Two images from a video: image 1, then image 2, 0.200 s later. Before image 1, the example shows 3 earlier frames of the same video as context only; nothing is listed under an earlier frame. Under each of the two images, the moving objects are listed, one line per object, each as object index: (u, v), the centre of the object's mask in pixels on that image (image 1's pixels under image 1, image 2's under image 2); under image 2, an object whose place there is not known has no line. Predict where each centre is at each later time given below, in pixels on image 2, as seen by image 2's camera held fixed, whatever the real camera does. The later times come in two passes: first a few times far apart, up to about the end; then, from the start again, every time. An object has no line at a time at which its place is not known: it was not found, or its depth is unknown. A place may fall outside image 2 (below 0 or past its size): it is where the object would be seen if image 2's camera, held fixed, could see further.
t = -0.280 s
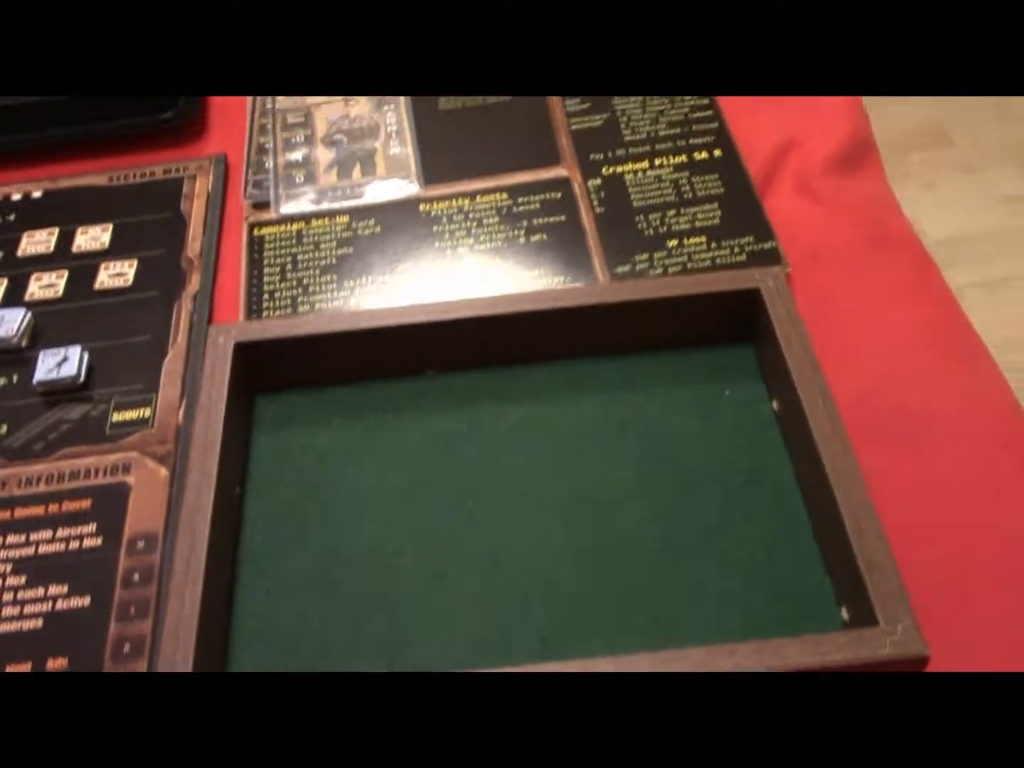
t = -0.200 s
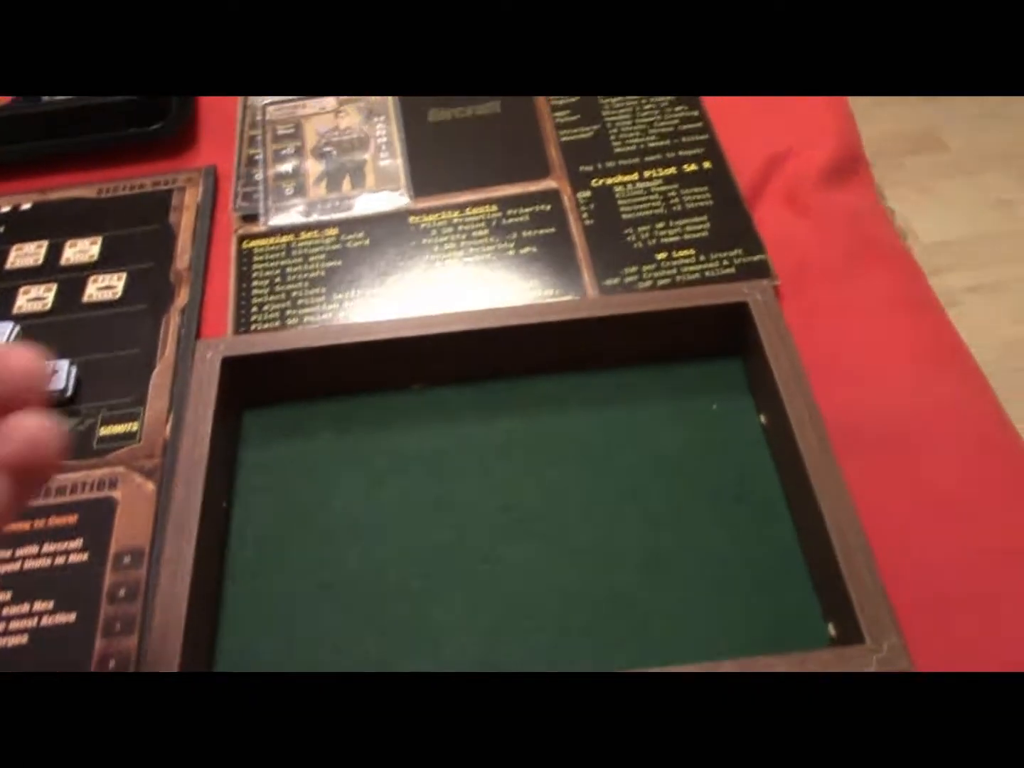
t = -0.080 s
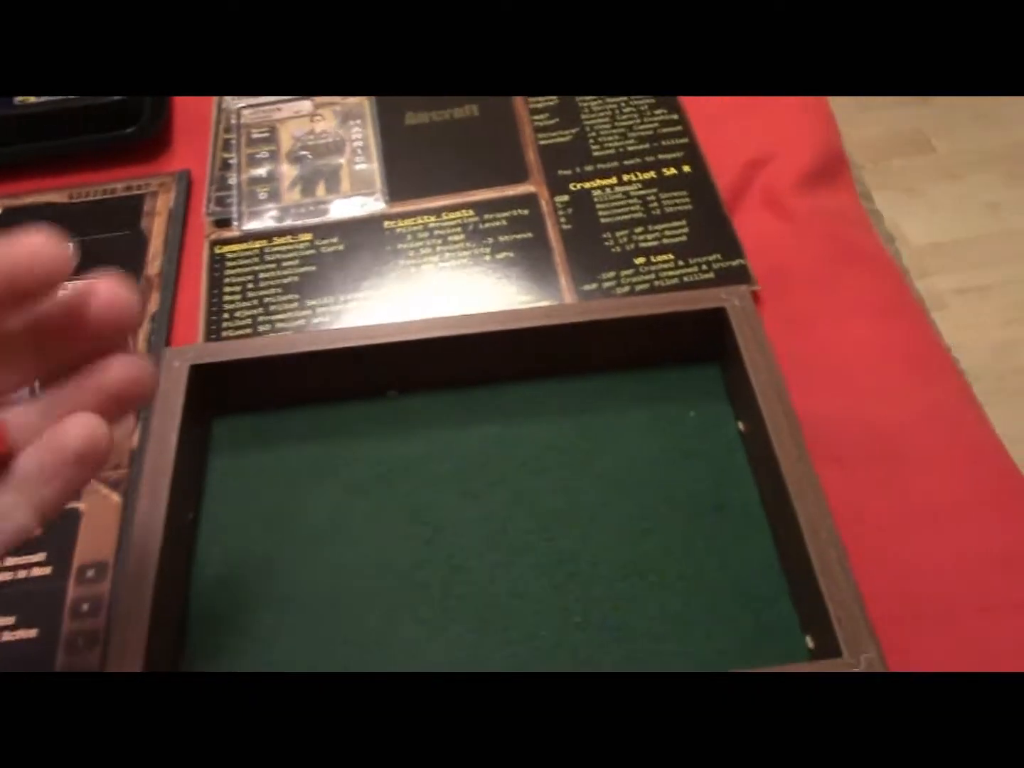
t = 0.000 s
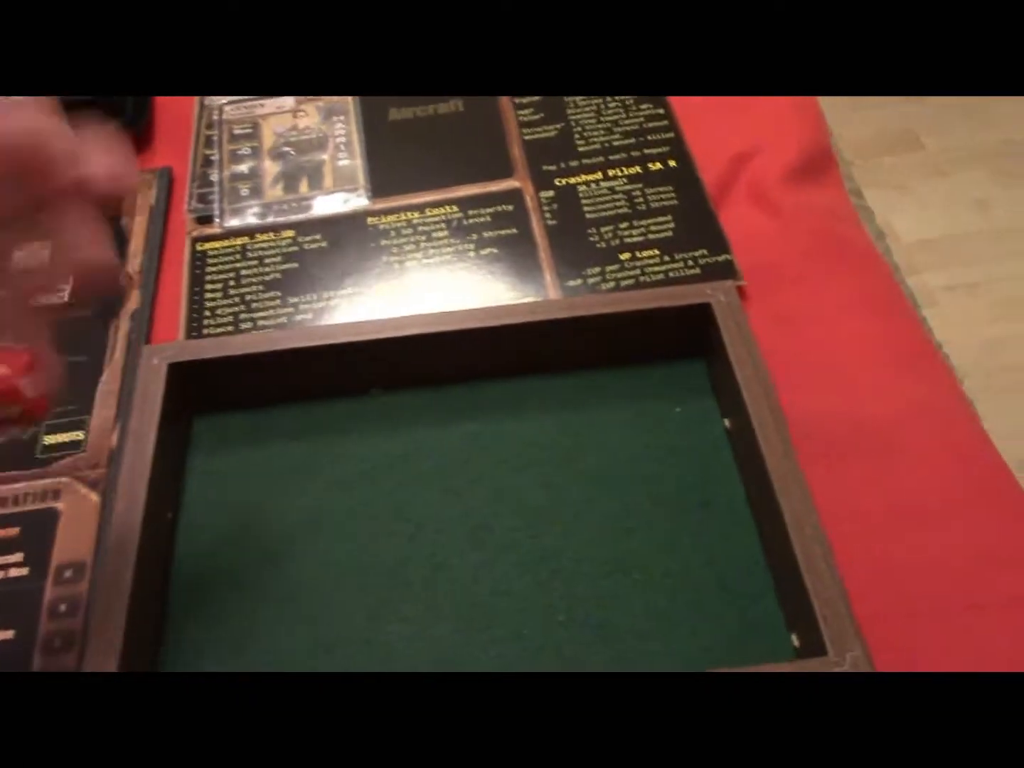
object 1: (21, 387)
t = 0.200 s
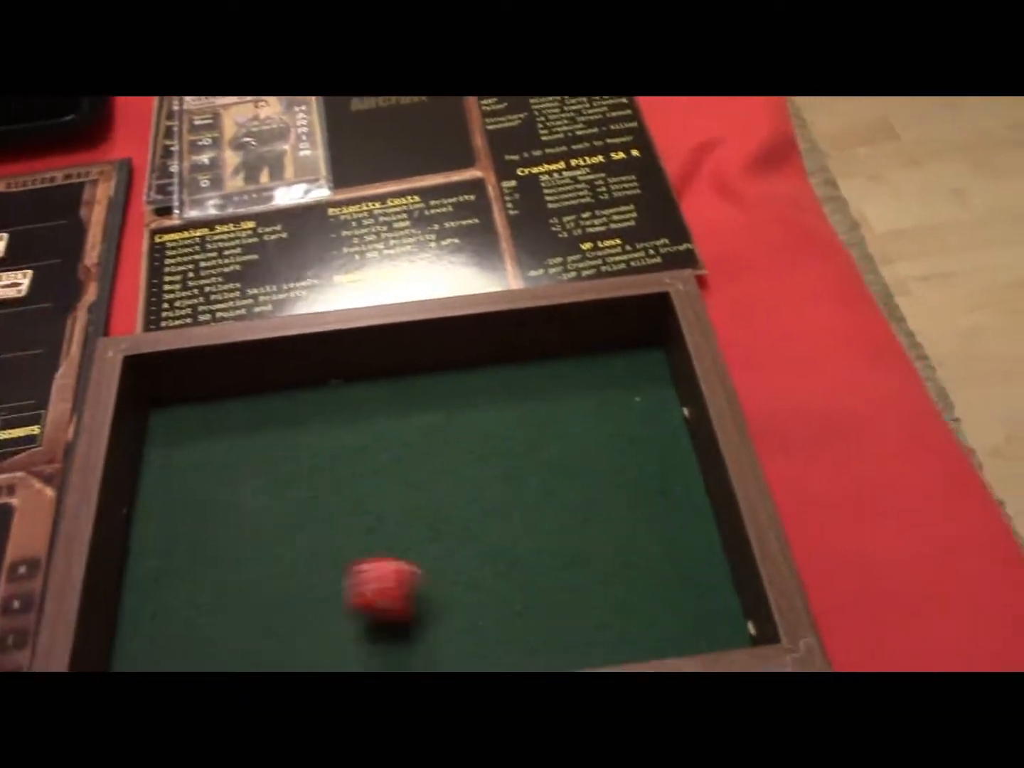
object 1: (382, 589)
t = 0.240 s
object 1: (458, 597)
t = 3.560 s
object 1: (720, 624)
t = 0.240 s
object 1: (458, 597)
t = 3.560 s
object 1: (720, 624)
